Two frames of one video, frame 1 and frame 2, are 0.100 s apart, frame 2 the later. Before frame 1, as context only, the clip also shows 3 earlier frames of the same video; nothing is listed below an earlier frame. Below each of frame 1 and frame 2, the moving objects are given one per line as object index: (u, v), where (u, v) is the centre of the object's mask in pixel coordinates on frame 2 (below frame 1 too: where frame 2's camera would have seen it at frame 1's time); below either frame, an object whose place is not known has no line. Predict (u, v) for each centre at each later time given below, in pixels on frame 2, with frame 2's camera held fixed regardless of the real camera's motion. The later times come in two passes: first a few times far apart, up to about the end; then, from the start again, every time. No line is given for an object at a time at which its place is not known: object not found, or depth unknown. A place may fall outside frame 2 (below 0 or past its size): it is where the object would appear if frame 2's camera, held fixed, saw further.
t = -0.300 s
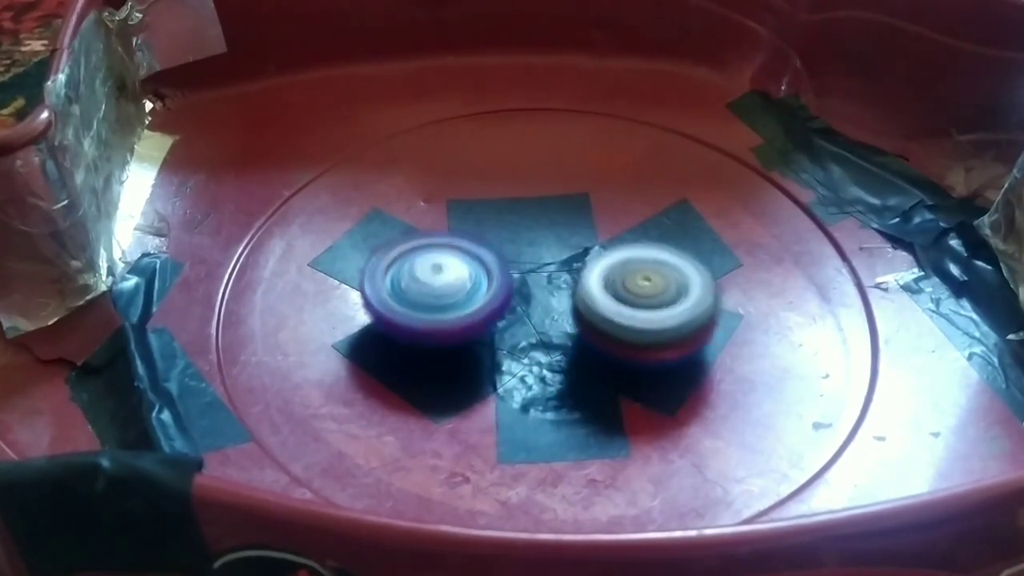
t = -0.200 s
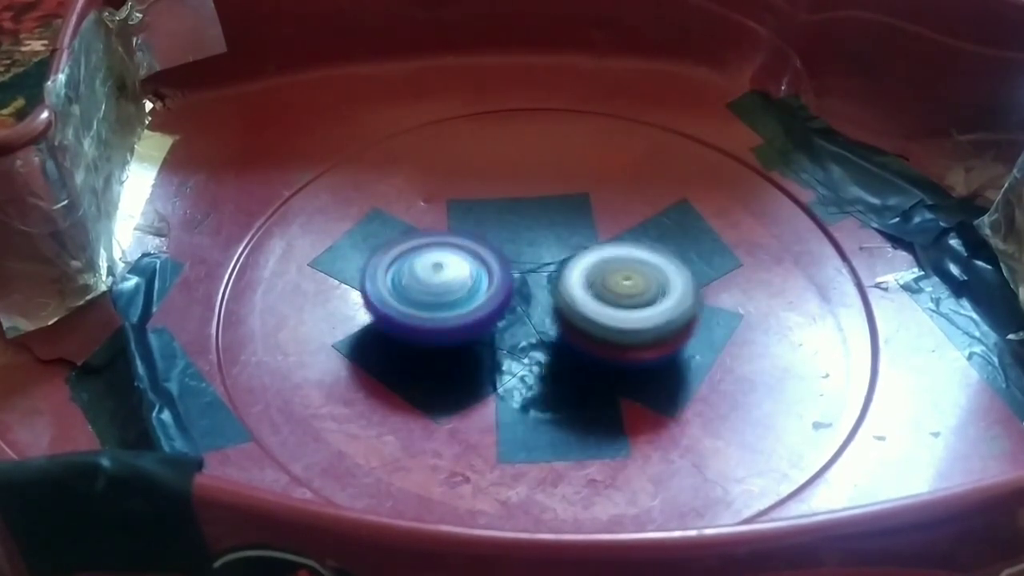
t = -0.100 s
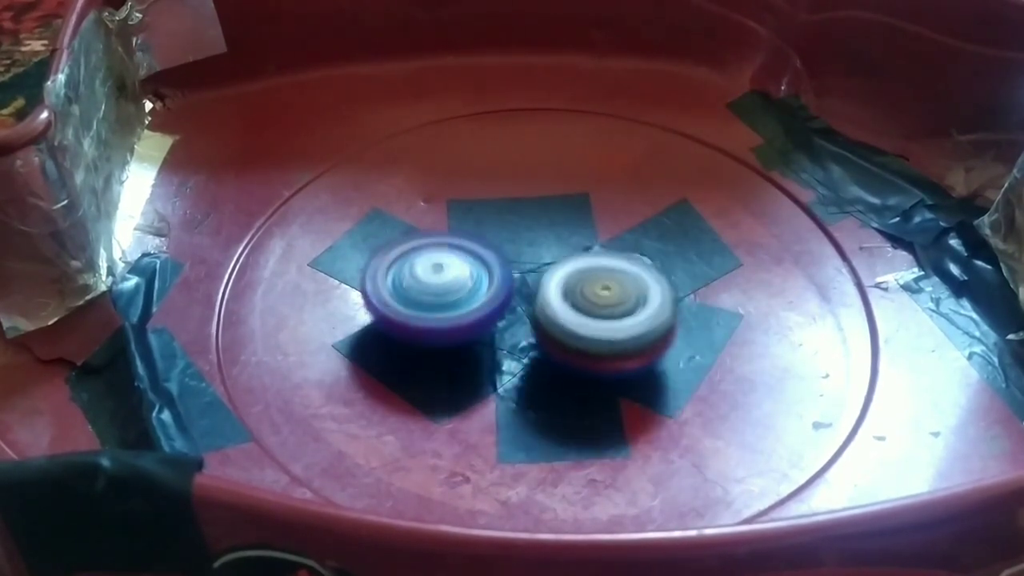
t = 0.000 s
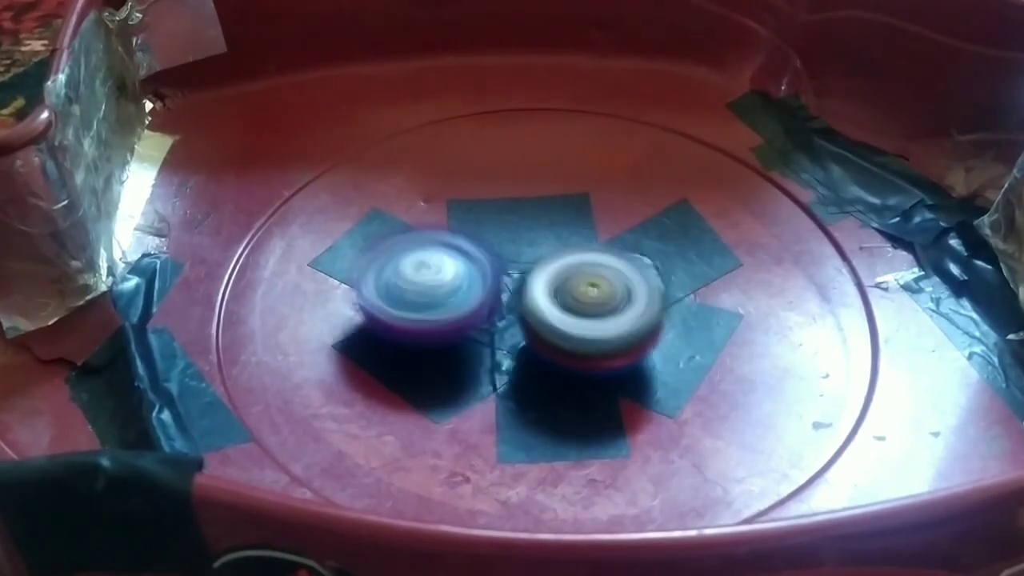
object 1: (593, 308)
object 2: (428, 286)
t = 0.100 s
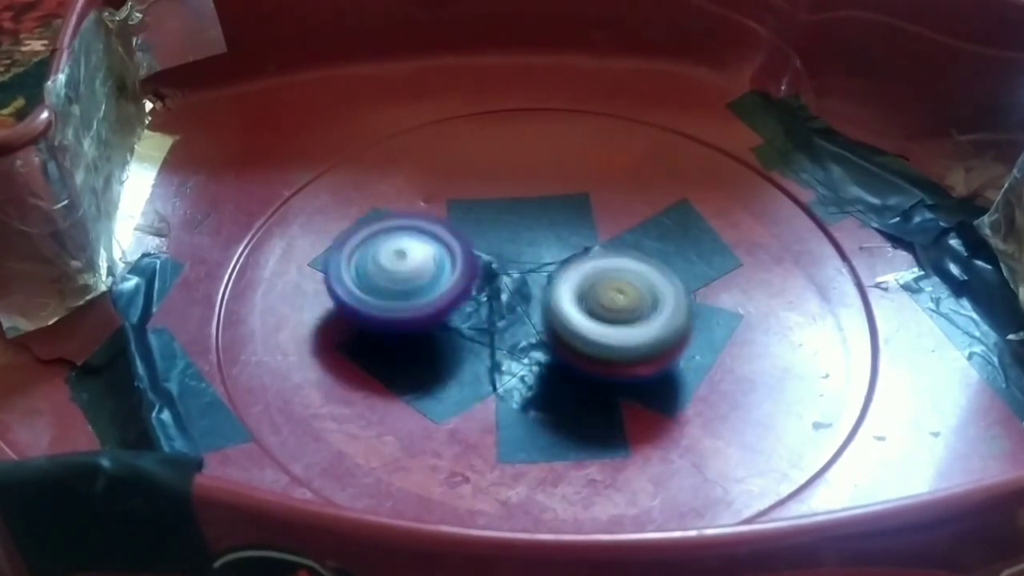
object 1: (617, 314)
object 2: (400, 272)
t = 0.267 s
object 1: (664, 313)
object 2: (394, 251)
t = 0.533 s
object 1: (647, 277)
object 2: (420, 231)
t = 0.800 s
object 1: (638, 329)
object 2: (423, 248)
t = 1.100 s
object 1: (649, 299)
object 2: (440, 253)
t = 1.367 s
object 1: (653, 320)
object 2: (450, 255)
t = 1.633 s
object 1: (741, 267)
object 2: (475, 266)
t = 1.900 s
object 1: (653, 246)
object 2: (466, 271)
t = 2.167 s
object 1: (640, 256)
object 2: (424, 267)
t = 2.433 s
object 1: (626, 282)
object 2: (417, 269)
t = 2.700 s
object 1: (664, 316)
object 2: (432, 281)
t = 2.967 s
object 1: (644, 309)
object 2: (453, 296)
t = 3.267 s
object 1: (679, 312)
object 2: (445, 294)
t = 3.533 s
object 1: (657, 281)
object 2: (456, 296)
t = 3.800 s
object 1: (641, 315)
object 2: (437, 298)
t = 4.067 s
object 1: (685, 283)
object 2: (429, 282)
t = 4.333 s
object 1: (625, 300)
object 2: (430, 283)
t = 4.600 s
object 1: (635, 331)
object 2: (430, 282)
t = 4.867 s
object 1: (630, 313)
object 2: (440, 291)
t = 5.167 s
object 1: (636, 312)
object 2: (428, 290)
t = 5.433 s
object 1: (670, 264)
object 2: (435, 288)
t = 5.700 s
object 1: (647, 298)
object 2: (438, 289)
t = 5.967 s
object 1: (665, 293)
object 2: (438, 290)
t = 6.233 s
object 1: (635, 292)
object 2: (438, 288)
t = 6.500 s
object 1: (606, 311)
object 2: (440, 291)
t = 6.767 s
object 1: (666, 307)
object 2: (426, 284)
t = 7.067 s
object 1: (658, 274)
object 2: (429, 282)
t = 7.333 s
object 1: (619, 312)
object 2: (430, 282)
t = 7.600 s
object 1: (636, 327)
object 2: (430, 280)
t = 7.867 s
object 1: (624, 309)
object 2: (441, 293)
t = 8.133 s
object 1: (627, 316)
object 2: (461, 299)
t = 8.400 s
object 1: (639, 294)
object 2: (479, 304)
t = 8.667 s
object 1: (652, 289)
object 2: (470, 312)
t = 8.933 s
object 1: (675, 273)
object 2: (442, 304)
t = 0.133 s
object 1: (628, 319)
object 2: (397, 268)
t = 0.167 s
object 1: (637, 321)
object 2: (395, 263)
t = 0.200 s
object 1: (646, 321)
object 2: (393, 260)
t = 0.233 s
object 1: (655, 317)
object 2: (393, 255)
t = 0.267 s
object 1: (664, 313)
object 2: (394, 251)
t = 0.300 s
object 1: (671, 307)
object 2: (394, 247)
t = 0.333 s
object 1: (677, 299)
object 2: (396, 244)
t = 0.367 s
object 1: (679, 292)
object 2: (399, 241)
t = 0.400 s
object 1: (678, 285)
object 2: (402, 237)
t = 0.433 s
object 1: (674, 277)
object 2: (405, 235)
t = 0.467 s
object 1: (667, 272)
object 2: (409, 233)
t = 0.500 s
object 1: (657, 271)
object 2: (414, 232)
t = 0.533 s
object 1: (647, 277)
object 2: (420, 231)
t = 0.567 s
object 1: (636, 284)
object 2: (424, 231)
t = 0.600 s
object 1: (626, 292)
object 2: (430, 231)
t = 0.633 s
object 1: (620, 302)
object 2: (434, 231)
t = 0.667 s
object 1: (618, 310)
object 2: (431, 234)
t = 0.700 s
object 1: (622, 318)
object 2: (427, 238)
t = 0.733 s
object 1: (627, 325)
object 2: (426, 241)
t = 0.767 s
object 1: (632, 328)
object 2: (424, 245)
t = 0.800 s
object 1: (638, 329)
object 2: (423, 248)
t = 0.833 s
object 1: (643, 328)
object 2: (426, 249)
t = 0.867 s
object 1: (647, 327)
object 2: (430, 249)
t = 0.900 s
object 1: (651, 322)
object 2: (430, 250)
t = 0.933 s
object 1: (654, 319)
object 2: (427, 251)
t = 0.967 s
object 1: (655, 314)
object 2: (428, 249)
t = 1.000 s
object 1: (655, 310)
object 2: (431, 250)
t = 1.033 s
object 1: (654, 306)
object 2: (432, 250)
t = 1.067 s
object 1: (651, 303)
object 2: (434, 251)
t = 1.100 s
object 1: (649, 299)
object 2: (440, 253)
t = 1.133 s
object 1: (646, 296)
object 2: (446, 254)
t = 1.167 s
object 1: (642, 296)
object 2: (450, 254)
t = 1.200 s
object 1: (636, 295)
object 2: (454, 255)
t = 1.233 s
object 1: (631, 297)
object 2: (459, 255)
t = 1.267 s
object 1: (625, 299)
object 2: (465, 259)
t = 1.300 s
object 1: (620, 301)
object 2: (471, 264)
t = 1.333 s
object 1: (627, 310)
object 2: (467, 263)
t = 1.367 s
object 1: (653, 320)
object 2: (450, 255)
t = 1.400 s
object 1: (677, 323)
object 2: (447, 251)
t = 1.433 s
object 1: (694, 319)
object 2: (449, 250)
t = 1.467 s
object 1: (709, 311)
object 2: (454, 254)
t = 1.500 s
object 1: (722, 301)
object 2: (459, 257)
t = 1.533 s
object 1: (732, 291)
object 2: (464, 259)
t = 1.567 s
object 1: (737, 282)
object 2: (467, 261)
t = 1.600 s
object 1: (739, 274)
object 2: (470, 263)
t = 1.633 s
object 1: (741, 267)
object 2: (475, 266)
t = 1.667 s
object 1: (738, 261)
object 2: (476, 267)
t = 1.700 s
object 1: (732, 255)
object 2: (475, 268)
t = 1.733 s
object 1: (722, 250)
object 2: (476, 268)
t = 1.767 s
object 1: (710, 245)
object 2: (477, 270)
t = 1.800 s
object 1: (694, 244)
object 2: (476, 272)
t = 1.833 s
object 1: (677, 244)
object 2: (472, 274)
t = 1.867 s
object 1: (661, 245)
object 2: (468, 273)
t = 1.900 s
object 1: (653, 246)
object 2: (466, 271)
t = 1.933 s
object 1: (645, 251)
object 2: (467, 270)
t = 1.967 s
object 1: (630, 256)
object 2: (467, 269)
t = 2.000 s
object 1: (622, 261)
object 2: (464, 271)
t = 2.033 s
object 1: (634, 263)
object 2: (443, 274)
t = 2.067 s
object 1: (641, 265)
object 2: (432, 271)
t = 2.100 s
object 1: (642, 262)
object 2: (429, 269)
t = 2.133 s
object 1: (643, 259)
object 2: (427, 267)
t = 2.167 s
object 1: (640, 256)
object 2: (424, 267)
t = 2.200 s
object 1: (632, 256)
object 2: (421, 271)
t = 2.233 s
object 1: (624, 255)
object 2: (420, 275)
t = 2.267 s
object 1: (618, 255)
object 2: (420, 274)
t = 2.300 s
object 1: (612, 256)
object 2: (420, 274)
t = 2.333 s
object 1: (606, 260)
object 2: (417, 272)
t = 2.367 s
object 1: (607, 267)
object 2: (416, 270)
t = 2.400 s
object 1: (615, 275)
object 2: (416, 269)
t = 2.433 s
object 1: (626, 282)
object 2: (417, 269)
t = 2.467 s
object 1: (635, 294)
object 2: (419, 270)
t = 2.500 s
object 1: (642, 302)
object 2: (422, 271)
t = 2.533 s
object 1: (646, 308)
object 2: (424, 274)
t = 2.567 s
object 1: (651, 313)
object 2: (426, 276)
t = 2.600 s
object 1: (656, 316)
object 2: (428, 278)
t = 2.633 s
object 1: (659, 317)
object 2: (429, 278)
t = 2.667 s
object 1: (662, 316)
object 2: (430, 279)
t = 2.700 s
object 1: (664, 316)
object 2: (432, 281)
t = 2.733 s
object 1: (664, 315)
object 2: (432, 280)
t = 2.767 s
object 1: (664, 314)
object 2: (432, 280)
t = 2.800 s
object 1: (663, 312)
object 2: (434, 282)
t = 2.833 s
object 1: (662, 310)
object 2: (437, 284)
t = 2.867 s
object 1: (659, 310)
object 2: (440, 289)
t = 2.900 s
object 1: (654, 309)
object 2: (444, 293)
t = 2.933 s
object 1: (650, 308)
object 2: (449, 294)
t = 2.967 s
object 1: (644, 309)
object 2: (453, 296)
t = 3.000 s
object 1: (638, 310)
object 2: (457, 298)
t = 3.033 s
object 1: (633, 311)
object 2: (460, 299)
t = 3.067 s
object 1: (627, 313)
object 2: (464, 302)
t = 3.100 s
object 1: (625, 316)
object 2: (464, 304)
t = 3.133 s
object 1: (643, 322)
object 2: (449, 301)
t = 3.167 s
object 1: (655, 322)
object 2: (442, 300)
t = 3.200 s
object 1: (666, 321)
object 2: (442, 297)
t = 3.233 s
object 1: (674, 317)
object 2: (444, 295)
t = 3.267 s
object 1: (679, 312)
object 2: (445, 294)
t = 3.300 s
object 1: (683, 306)
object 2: (449, 293)
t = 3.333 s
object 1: (685, 302)
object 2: (452, 295)
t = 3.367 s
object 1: (685, 297)
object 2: (453, 294)
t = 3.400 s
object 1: (682, 292)
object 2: (455, 296)
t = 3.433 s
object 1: (679, 288)
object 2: (456, 295)
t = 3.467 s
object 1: (673, 285)
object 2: (454, 294)
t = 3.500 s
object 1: (665, 282)
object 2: (455, 296)
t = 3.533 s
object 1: (657, 281)
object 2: (456, 296)
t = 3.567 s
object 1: (650, 282)
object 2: (456, 295)
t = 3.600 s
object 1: (642, 286)
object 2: (455, 295)
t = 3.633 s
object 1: (635, 290)
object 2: (455, 295)
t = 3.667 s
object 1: (631, 294)
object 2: (455, 294)
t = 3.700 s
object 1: (626, 298)
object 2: (457, 295)
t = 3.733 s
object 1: (620, 303)
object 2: (458, 298)
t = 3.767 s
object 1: (627, 309)
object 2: (451, 299)
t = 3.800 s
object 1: (641, 315)
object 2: (437, 298)
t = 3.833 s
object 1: (651, 316)
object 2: (433, 295)
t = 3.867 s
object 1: (661, 314)
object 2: (431, 292)
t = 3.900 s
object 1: (669, 311)
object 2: (428, 288)
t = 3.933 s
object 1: (677, 306)
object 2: (429, 287)
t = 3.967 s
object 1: (684, 301)
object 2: (430, 284)
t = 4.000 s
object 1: (687, 295)
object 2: (429, 283)
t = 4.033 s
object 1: (687, 289)
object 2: (429, 283)
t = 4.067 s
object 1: (685, 283)
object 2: (429, 282)
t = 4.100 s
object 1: (682, 277)
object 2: (428, 282)
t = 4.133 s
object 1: (676, 273)
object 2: (428, 283)
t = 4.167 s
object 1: (669, 272)
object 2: (429, 281)
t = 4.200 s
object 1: (658, 274)
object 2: (429, 282)
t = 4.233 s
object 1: (649, 281)
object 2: (430, 283)
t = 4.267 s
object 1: (636, 290)
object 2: (429, 281)
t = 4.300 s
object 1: (629, 295)
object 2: (429, 281)
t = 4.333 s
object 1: (625, 300)
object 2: (430, 283)
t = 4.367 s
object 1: (622, 306)
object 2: (430, 281)
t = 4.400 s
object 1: (619, 311)
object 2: (430, 281)
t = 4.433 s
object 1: (619, 316)
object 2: (430, 282)
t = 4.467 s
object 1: (623, 324)
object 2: (430, 281)
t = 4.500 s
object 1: (627, 329)
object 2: (430, 282)
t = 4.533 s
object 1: (631, 331)
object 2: (430, 281)
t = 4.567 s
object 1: (633, 331)
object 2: (430, 280)
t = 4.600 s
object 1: (635, 331)
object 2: (430, 282)
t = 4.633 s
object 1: (637, 330)
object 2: (430, 280)
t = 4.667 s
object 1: (638, 329)
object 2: (431, 281)
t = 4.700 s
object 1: (639, 328)
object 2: (431, 282)
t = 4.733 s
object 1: (639, 326)
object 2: (431, 280)
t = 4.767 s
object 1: (638, 323)
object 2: (431, 280)
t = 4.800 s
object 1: (636, 320)
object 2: (433, 283)
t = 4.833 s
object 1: (633, 315)
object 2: (438, 287)
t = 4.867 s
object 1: (630, 313)
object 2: (440, 291)
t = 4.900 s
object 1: (625, 311)
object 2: (442, 292)
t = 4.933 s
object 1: (621, 309)
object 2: (444, 292)
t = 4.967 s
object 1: (618, 311)
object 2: (447, 292)
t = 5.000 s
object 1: (615, 313)
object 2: (450, 293)
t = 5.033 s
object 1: (613, 313)
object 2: (451, 293)
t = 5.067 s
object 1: (612, 312)
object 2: (451, 293)
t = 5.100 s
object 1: (610, 312)
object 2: (452, 294)
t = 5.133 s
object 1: (620, 312)
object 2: (444, 293)
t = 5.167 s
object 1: (636, 312)
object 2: (428, 290)
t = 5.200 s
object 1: (646, 309)
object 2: (425, 288)
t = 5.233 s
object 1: (654, 305)
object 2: (426, 287)
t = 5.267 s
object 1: (664, 300)
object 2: (430, 287)
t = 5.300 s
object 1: (670, 295)
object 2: (433, 287)
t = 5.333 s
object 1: (676, 286)
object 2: (435, 287)
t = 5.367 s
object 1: (677, 277)
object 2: (435, 290)
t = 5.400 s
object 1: (675, 270)
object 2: (436, 290)
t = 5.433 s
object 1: (670, 264)
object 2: (435, 288)
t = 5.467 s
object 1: (665, 261)
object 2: (437, 289)
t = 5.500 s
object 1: (660, 262)
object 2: (437, 290)
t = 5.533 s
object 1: (659, 266)
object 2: (437, 289)
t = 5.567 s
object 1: (658, 274)
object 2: (437, 289)
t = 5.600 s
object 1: (654, 283)
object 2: (437, 290)
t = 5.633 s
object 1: (647, 292)
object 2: (437, 288)
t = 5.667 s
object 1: (644, 296)
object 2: (437, 289)
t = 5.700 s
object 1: (647, 298)
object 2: (438, 289)
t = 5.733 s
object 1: (651, 298)
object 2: (438, 288)
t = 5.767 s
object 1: (654, 299)
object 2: (438, 290)
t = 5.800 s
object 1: (657, 299)
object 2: (438, 290)
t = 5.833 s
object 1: (660, 299)
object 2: (438, 288)
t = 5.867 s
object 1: (664, 297)
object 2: (438, 290)
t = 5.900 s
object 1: (665, 296)
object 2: (438, 289)
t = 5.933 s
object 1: (665, 295)
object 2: (438, 288)
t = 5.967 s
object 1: (665, 293)
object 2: (438, 290)
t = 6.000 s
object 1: (664, 292)
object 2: (438, 289)
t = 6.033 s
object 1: (661, 291)
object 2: (438, 288)
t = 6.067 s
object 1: (657, 288)
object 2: (438, 289)
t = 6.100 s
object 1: (652, 287)
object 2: (439, 288)
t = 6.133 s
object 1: (647, 287)
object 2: (438, 289)
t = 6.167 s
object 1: (643, 288)
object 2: (438, 289)
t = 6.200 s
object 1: (639, 290)
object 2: (438, 289)
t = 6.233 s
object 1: (635, 292)
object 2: (438, 288)
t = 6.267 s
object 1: (630, 294)
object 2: (438, 288)
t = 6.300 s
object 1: (626, 296)
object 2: (437, 289)
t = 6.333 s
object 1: (621, 299)
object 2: (437, 289)
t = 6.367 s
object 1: (617, 300)
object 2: (437, 289)
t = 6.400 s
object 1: (616, 304)
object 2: (438, 289)
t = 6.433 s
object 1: (612, 309)
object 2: (438, 290)
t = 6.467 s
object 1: (609, 311)
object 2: (439, 290)
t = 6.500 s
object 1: (606, 311)
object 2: (440, 291)
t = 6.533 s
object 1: (605, 310)
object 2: (443, 292)
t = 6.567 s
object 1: (606, 310)
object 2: (445, 292)
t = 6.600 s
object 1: (620, 313)
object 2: (431, 291)
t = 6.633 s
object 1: (633, 314)
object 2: (423, 290)
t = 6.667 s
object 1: (641, 313)
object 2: (421, 288)
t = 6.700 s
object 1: (649, 313)
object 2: (422, 287)
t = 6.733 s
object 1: (657, 311)
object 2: (425, 286)
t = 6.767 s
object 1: (666, 307)
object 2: (426, 284)
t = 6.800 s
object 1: (671, 302)
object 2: (425, 281)
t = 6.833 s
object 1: (675, 297)
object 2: (426, 281)
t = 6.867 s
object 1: (679, 293)
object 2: (427, 282)
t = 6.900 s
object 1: (680, 287)
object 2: (427, 281)
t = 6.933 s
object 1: (678, 283)
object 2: (427, 281)
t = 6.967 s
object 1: (675, 280)
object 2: (427, 282)
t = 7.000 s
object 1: (671, 275)
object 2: (428, 281)
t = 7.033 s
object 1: (664, 272)
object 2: (428, 281)
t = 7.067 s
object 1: (658, 274)
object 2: (429, 282)
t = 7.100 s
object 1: (651, 280)
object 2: (429, 281)
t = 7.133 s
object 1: (640, 286)
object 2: (429, 281)
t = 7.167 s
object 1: (630, 292)
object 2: (429, 281)
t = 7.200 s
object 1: (626, 297)
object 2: (430, 282)
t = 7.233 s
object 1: (624, 300)
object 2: (430, 282)
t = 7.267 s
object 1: (622, 304)
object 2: (430, 282)
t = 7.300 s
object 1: (621, 307)
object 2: (430, 282)
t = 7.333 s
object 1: (619, 312)
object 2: (430, 282)
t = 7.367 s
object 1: (620, 316)
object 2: (430, 281)
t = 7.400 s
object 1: (622, 319)
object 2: (430, 281)
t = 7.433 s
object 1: (625, 326)
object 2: (430, 281)
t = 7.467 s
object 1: (627, 327)
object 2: (430, 281)
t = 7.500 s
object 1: (628, 326)
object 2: (430, 281)
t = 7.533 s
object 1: (631, 327)
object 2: (430, 281)
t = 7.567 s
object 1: (635, 328)
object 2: (430, 280)
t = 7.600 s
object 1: (636, 327)
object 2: (430, 280)
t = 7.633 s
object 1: (636, 326)
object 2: (430, 280)
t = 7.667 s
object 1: (638, 324)
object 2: (430, 281)
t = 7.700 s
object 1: (636, 321)
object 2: (430, 281)
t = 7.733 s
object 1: (635, 318)
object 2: (431, 281)
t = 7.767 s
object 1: (633, 316)
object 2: (433, 282)
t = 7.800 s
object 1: (631, 313)
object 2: (437, 285)
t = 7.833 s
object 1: (627, 310)
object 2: (439, 290)
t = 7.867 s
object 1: (624, 309)
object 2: (441, 293)
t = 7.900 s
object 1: (620, 307)
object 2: (445, 292)
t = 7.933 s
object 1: (619, 308)
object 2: (447, 292)
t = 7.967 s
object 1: (620, 312)
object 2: (450, 294)
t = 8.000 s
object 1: (619, 313)
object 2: (454, 295)
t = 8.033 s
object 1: (620, 315)
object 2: (456, 295)
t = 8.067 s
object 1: (623, 318)
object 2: (456, 295)
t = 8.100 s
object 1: (626, 319)
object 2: (458, 297)
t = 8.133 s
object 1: (627, 316)
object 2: (461, 299)
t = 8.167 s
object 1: (630, 315)
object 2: (463, 299)
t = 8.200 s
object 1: (631, 310)
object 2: (465, 300)
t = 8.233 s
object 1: (632, 307)
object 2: (468, 301)
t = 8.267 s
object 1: (634, 305)
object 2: (470, 302)
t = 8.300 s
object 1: (636, 300)
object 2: (473, 302)
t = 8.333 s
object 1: (637, 298)
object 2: (476, 303)
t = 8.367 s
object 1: (639, 296)
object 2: (478, 304)
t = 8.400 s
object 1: (639, 294)
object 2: (479, 304)
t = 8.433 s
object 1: (640, 293)
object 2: (481, 305)
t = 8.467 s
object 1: (642, 290)
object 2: (482, 306)
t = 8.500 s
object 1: (644, 288)
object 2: (483, 305)
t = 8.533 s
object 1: (646, 287)
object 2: (485, 307)
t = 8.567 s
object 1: (644, 287)
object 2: (486, 307)
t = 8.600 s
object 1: (639, 288)
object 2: (485, 308)
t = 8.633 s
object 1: (646, 290)
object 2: (474, 312)
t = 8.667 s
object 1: (652, 289)
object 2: (470, 312)
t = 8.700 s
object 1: (658, 286)
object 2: (466, 311)
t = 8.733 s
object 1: (666, 283)
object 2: (463, 311)
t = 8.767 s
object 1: (673, 278)
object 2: (458, 309)
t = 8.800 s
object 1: (676, 275)
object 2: (455, 309)
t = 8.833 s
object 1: (681, 270)
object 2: (451, 308)
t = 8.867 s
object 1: (681, 268)
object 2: (448, 306)
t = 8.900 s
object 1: (679, 271)
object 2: (445, 305)
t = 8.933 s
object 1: (675, 273)
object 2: (442, 304)
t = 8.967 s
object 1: (671, 275)
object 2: (439, 302)
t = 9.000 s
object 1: (670, 275)
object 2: (437, 301)
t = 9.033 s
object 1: (669, 274)
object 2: (435, 300)
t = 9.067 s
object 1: (669, 275)
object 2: (434, 299)
